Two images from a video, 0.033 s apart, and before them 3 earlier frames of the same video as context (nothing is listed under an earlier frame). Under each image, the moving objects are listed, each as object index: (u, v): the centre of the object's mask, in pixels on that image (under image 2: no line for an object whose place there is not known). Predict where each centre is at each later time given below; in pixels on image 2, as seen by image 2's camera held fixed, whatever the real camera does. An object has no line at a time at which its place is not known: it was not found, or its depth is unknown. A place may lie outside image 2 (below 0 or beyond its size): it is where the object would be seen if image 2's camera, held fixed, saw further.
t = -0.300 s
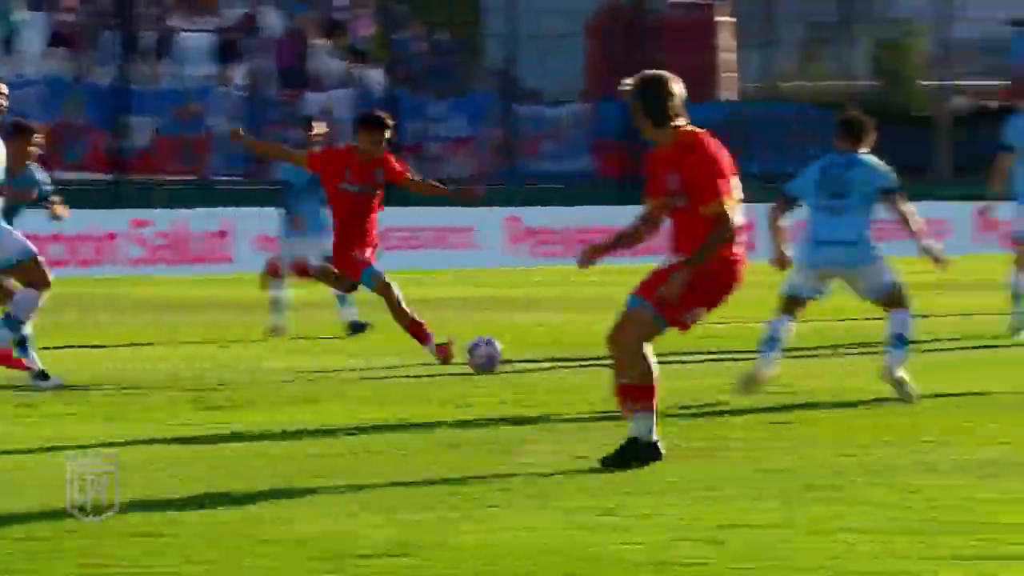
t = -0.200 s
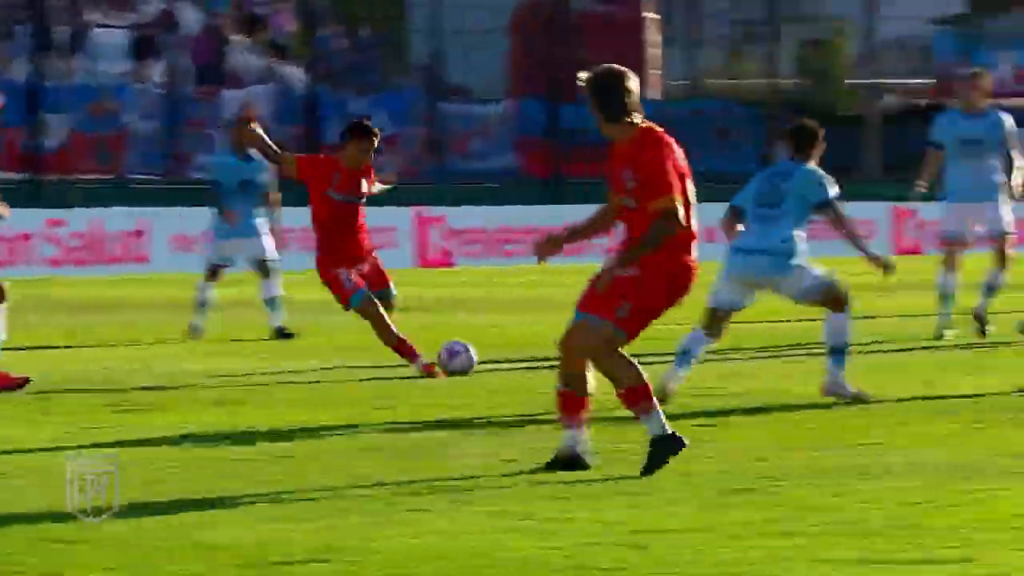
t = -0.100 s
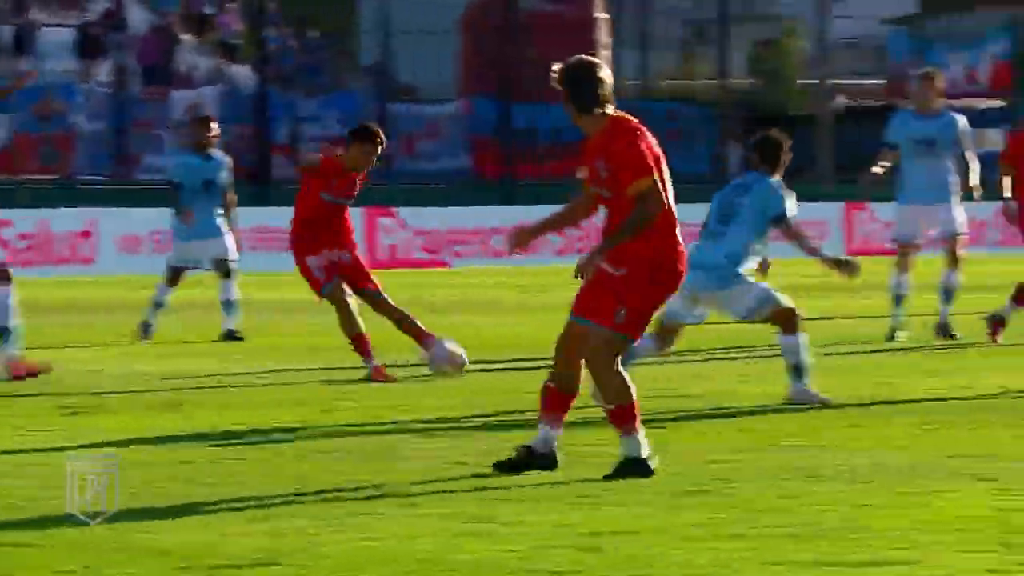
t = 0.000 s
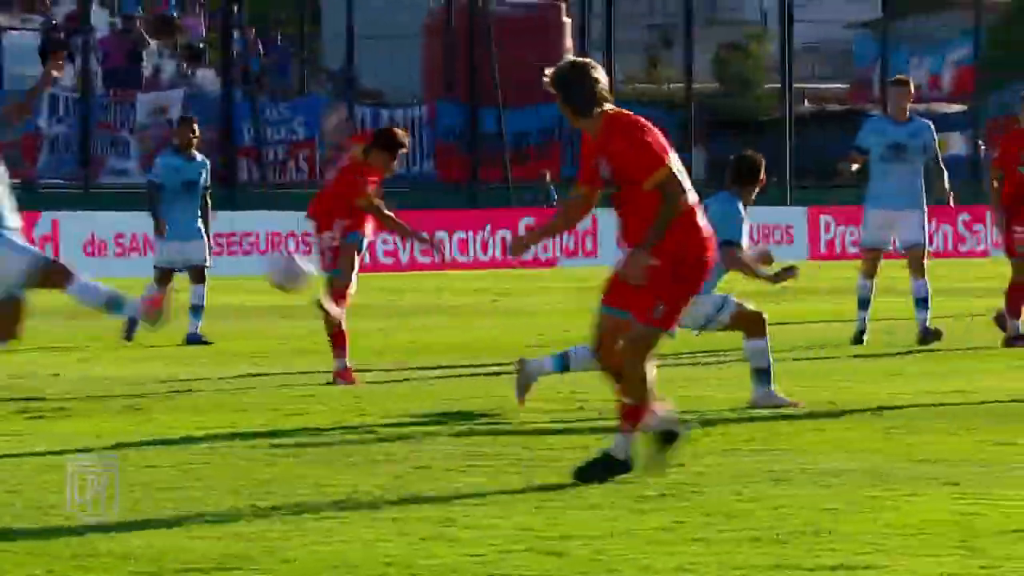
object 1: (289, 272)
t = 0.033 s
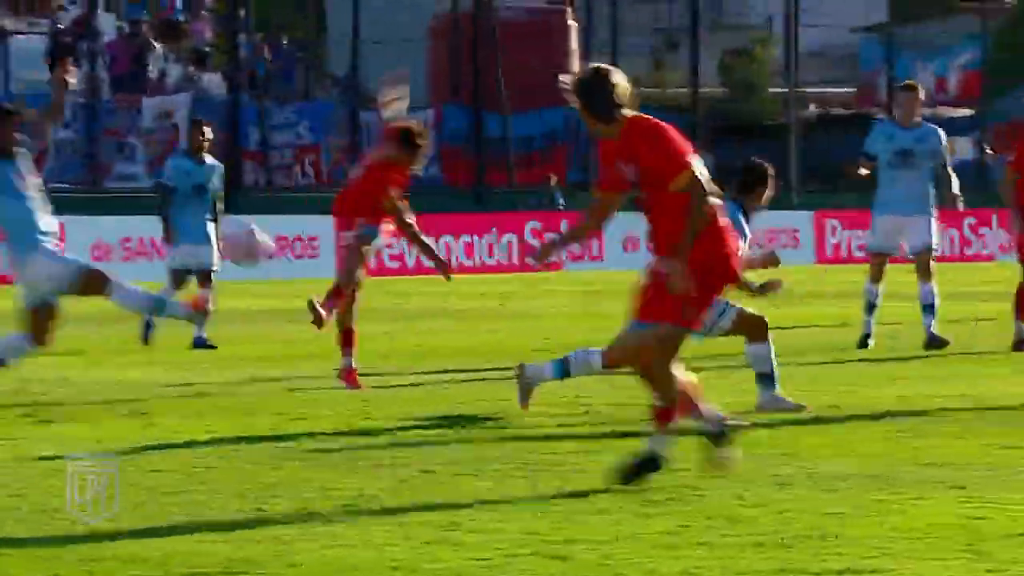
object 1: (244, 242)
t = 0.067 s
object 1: (192, 213)
